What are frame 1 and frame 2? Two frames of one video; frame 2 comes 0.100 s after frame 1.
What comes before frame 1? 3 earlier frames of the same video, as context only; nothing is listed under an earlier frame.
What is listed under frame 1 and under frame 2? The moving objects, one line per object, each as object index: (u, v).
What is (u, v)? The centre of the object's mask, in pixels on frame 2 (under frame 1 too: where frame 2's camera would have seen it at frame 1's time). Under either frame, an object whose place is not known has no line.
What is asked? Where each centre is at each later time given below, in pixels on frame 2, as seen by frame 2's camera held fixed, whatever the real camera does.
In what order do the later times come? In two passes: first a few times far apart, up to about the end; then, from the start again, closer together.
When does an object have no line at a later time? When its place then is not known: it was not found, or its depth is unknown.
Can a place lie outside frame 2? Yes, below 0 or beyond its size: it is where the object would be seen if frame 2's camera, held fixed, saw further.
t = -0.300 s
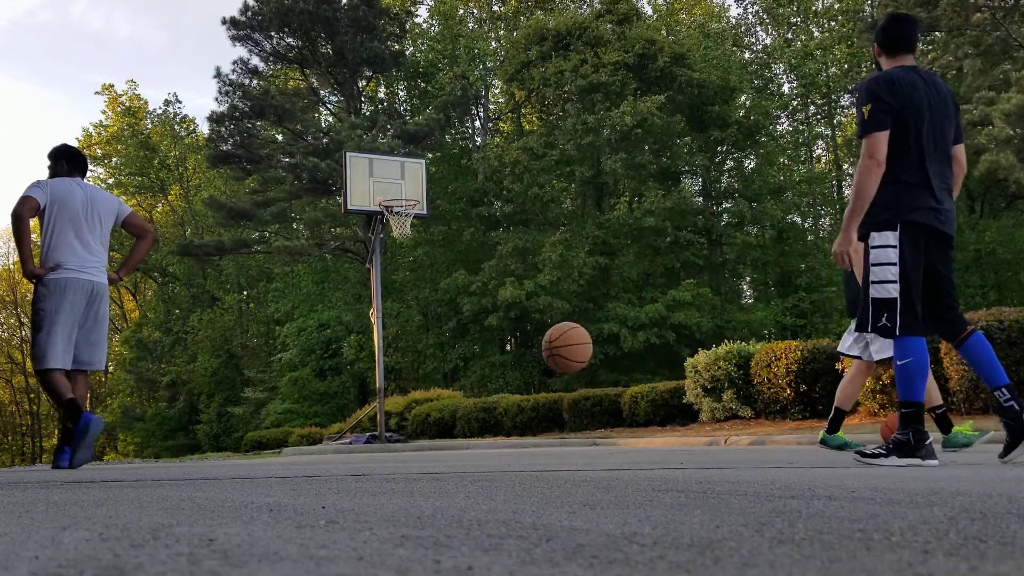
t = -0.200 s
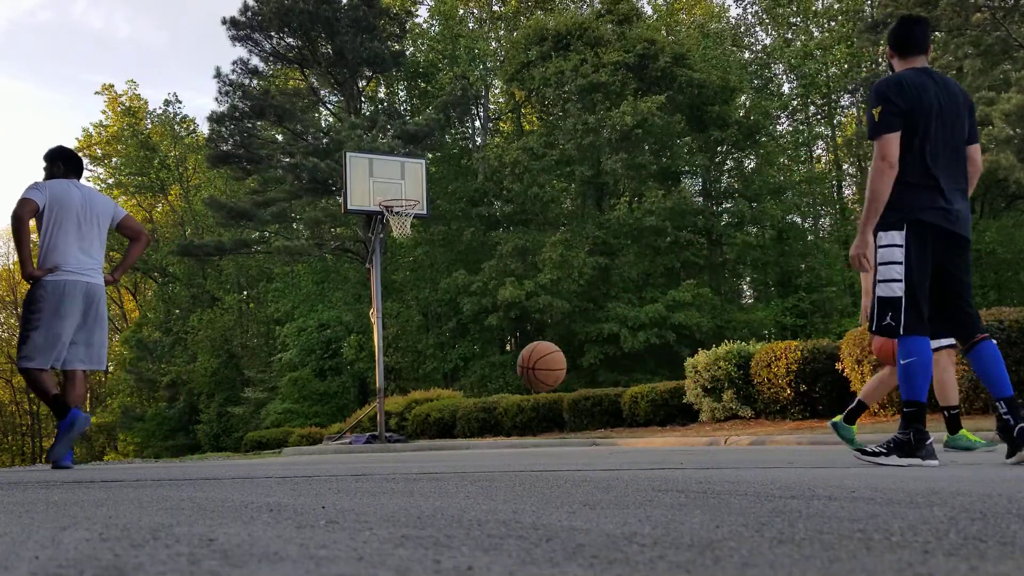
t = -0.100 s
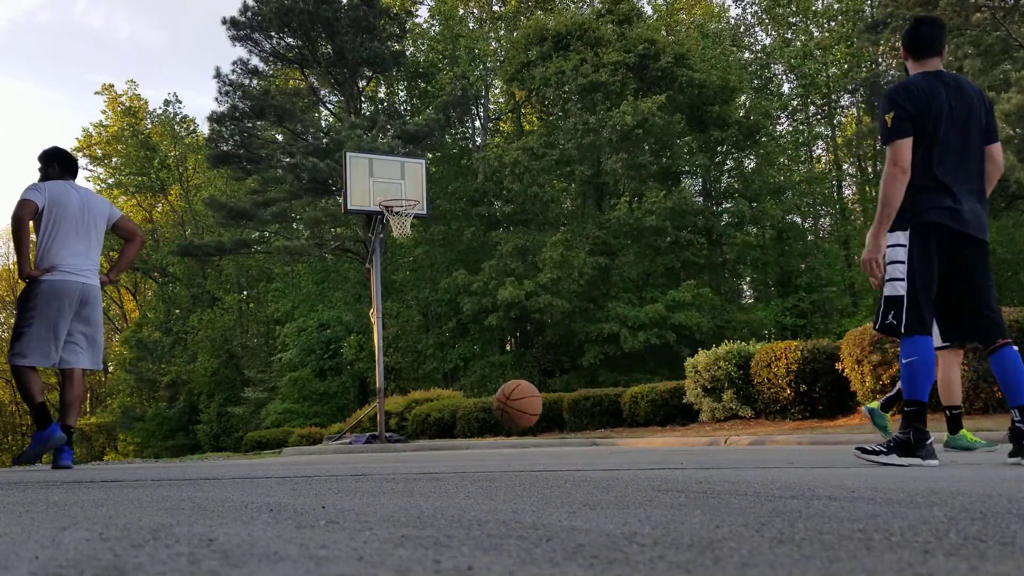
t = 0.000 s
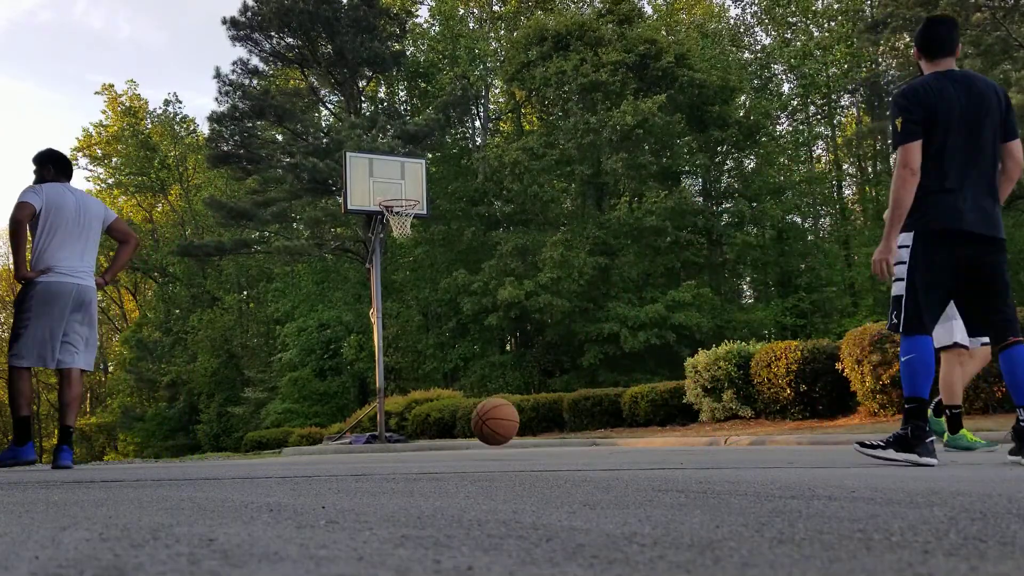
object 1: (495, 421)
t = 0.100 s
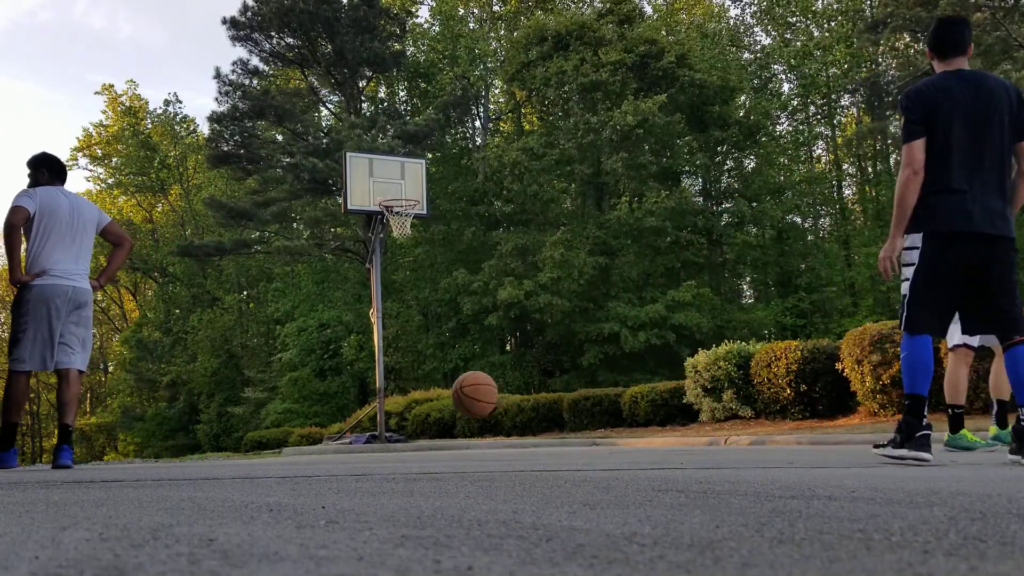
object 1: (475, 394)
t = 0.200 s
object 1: (455, 386)
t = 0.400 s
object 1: (420, 424)
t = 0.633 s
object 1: (385, 407)
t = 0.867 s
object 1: (355, 431)
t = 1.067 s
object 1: (332, 429)
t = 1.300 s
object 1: (309, 431)
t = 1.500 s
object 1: (291, 435)
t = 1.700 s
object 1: (274, 440)
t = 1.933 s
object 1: (258, 442)
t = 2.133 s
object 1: (245, 443)
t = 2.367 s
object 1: (232, 444)
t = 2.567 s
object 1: (222, 444)
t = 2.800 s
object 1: (212, 445)
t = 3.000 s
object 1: (204, 446)
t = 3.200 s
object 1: (198, 446)
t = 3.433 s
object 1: (192, 447)
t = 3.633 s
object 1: (187, 447)
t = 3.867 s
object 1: (186, 448)
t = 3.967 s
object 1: (189, 448)
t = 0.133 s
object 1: (468, 390)
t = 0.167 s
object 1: (462, 387)
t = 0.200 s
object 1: (455, 386)
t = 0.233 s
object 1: (449, 387)
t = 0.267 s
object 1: (443, 390)
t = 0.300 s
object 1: (438, 395)
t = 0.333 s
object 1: (432, 403)
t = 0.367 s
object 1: (426, 413)
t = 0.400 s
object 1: (420, 424)
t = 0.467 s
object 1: (410, 430)
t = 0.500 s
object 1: (405, 422)
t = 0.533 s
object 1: (401, 415)
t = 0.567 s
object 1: (395, 411)
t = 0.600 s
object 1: (390, 408)
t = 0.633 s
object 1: (385, 407)
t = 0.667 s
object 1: (381, 408)
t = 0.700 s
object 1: (376, 411)
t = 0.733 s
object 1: (372, 416)
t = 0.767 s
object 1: (368, 423)
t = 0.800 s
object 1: (364, 432)
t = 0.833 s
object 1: (359, 438)
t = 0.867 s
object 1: (355, 431)
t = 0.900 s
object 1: (351, 426)
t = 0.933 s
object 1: (347, 423)
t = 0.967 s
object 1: (344, 422)
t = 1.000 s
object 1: (340, 422)
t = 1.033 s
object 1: (336, 425)
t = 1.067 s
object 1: (332, 429)
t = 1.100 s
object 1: (329, 435)
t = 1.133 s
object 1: (325, 440)
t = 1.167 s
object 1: (322, 435)
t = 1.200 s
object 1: (318, 431)
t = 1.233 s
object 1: (315, 430)
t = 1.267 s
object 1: (312, 430)
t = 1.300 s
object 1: (309, 431)
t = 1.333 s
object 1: (306, 435)
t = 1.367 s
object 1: (303, 440)
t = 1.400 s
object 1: (300, 439)
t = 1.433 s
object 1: (297, 436)
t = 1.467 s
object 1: (294, 435)
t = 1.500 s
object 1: (291, 435)
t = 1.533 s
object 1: (288, 438)
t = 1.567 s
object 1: (285, 442)
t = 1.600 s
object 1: (283, 440)
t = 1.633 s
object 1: (280, 438)
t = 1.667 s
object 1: (277, 438)
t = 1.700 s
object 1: (274, 440)
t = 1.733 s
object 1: (272, 442)
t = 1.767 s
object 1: (269, 440)
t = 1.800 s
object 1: (267, 440)
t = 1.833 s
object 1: (264, 442)
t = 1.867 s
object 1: (262, 442)
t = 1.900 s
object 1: (260, 441)
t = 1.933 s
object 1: (258, 442)
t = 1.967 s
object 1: (255, 443)
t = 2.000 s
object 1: (253, 442)
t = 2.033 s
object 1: (251, 443)
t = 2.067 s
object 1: (249, 443)
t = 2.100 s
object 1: (247, 443)
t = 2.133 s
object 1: (245, 443)
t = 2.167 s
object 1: (243, 443)
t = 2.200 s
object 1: (241, 443)
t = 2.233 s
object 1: (239, 443)
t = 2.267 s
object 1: (237, 443)
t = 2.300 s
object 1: (235, 443)
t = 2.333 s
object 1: (233, 443)
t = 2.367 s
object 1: (232, 444)
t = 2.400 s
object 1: (230, 444)
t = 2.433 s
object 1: (229, 443)
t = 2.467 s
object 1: (227, 444)
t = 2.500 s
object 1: (225, 444)
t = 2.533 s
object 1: (223, 444)
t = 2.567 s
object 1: (222, 444)
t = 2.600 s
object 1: (221, 444)
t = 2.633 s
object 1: (219, 444)
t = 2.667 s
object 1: (217, 444)
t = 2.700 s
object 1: (216, 444)
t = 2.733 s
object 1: (215, 445)
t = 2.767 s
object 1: (213, 445)
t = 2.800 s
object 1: (212, 445)
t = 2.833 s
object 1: (211, 444)
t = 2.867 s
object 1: (209, 445)
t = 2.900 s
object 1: (208, 445)
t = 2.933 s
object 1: (207, 445)
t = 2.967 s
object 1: (205, 446)
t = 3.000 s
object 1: (204, 446)
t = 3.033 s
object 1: (203, 446)
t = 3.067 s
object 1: (202, 446)
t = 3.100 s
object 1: (201, 446)
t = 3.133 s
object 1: (200, 446)
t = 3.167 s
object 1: (199, 446)
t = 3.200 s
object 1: (198, 446)
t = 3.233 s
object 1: (197, 446)
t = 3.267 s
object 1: (196, 446)
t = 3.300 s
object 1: (195, 446)
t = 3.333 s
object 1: (194, 446)
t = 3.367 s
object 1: (193, 447)
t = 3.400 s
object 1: (193, 447)
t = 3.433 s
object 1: (192, 447)
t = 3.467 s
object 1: (191, 447)
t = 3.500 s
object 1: (190, 447)
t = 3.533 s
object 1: (189, 447)
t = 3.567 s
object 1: (188, 447)
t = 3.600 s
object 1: (188, 447)
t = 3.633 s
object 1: (187, 447)
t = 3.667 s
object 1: (186, 448)
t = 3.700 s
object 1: (186, 447)
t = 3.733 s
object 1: (185, 448)
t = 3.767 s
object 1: (185, 448)
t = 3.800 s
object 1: (185, 447)
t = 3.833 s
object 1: (186, 448)
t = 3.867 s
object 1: (186, 448)
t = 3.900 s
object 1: (187, 448)
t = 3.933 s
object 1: (187, 448)
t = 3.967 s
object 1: (189, 448)
